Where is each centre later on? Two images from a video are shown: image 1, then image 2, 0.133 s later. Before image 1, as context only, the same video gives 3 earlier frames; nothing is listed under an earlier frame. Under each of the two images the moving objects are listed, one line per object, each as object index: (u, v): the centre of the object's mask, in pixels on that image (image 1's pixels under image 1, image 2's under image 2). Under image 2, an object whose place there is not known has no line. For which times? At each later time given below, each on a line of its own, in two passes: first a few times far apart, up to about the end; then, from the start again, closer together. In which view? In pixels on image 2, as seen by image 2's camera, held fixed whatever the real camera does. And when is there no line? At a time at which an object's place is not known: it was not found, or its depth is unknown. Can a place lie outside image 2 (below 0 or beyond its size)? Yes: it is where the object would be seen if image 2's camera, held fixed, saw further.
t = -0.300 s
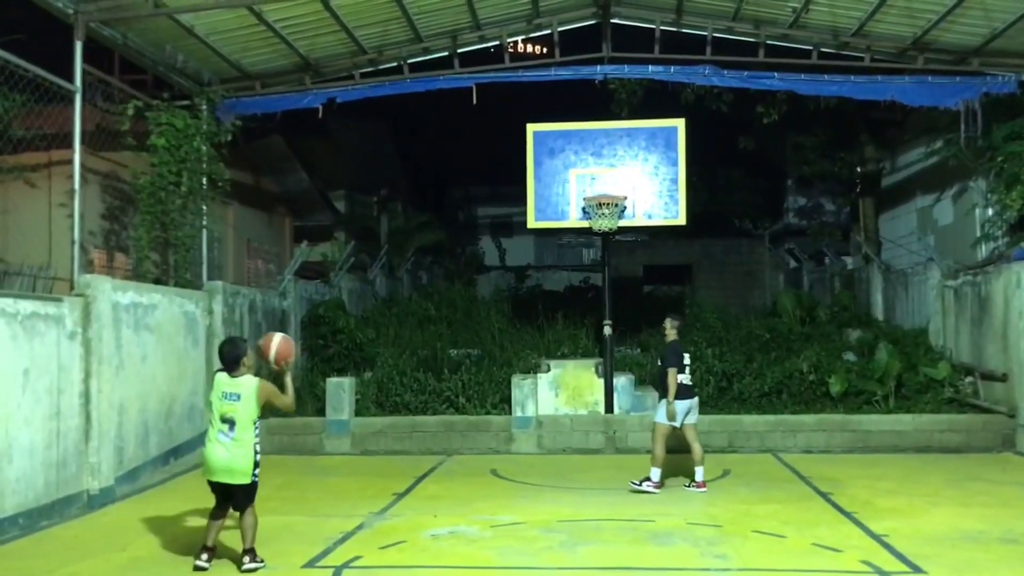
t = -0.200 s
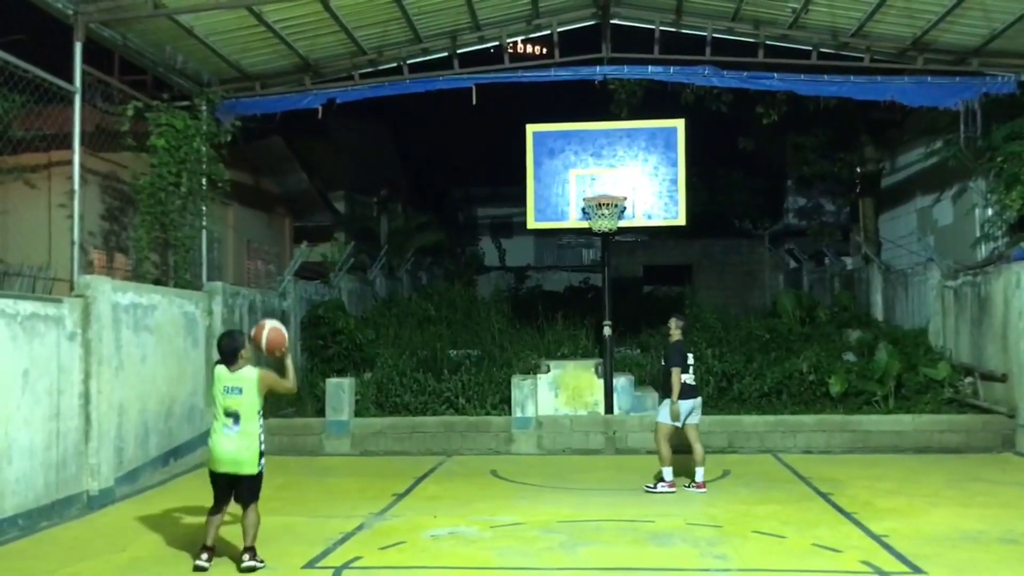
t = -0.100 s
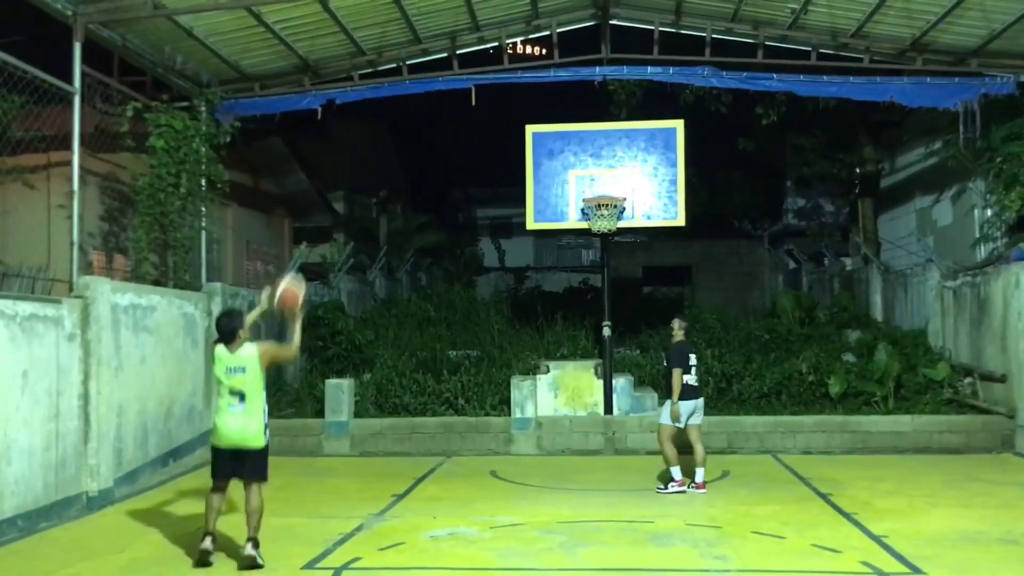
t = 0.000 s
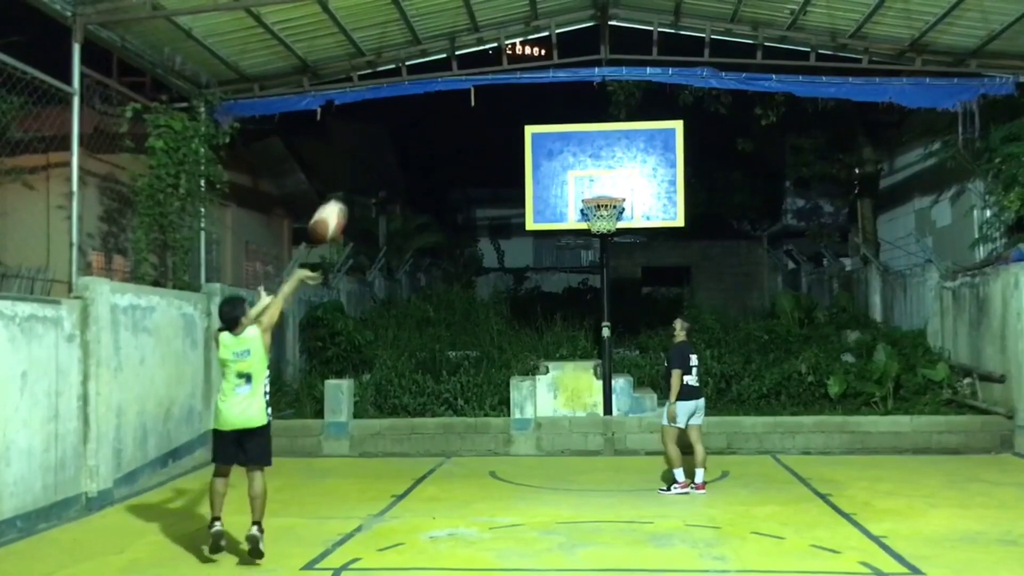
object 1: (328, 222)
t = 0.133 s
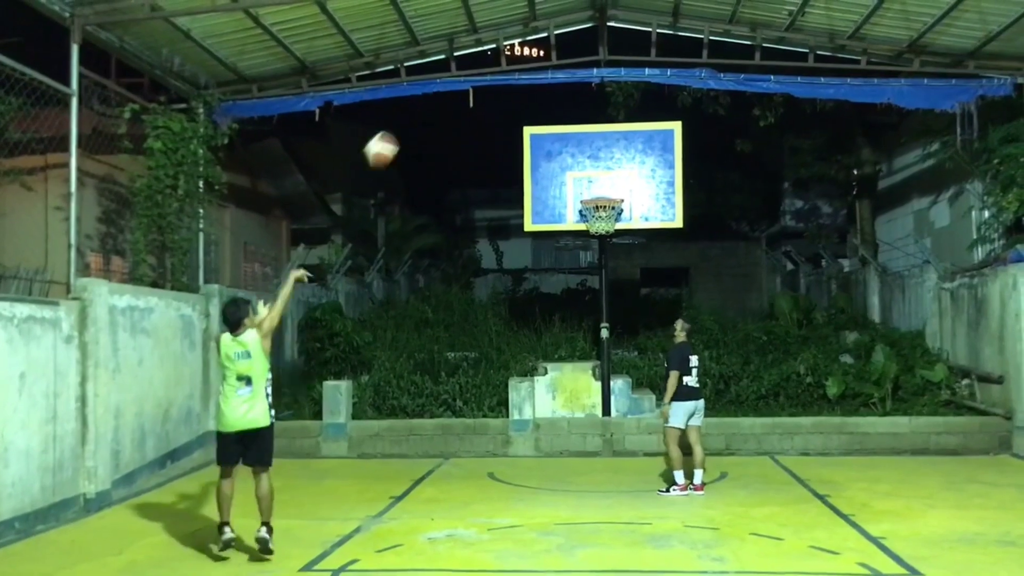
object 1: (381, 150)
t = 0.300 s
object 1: (438, 100)
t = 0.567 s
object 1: (514, 90)
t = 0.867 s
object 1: (582, 157)
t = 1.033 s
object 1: (610, 216)
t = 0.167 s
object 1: (394, 136)
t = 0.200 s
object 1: (405, 125)
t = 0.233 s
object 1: (417, 115)
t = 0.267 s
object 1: (428, 106)
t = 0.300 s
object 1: (438, 100)
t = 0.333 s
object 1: (448, 95)
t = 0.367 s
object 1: (459, 90)
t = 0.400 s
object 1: (469, 87)
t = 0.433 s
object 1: (478, 86)
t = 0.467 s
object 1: (487, 86)
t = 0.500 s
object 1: (496, 86)
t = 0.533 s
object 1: (505, 88)
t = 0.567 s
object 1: (514, 90)
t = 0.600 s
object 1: (523, 94)
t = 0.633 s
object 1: (530, 99)
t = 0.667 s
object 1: (538, 104)
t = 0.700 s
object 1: (546, 111)
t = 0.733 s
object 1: (553, 117)
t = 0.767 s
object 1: (560, 126)
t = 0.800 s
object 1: (568, 136)
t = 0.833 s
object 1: (575, 146)
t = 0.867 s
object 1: (582, 157)
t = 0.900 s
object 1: (588, 169)
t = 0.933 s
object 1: (595, 181)
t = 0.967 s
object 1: (602, 192)
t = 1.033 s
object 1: (610, 216)
